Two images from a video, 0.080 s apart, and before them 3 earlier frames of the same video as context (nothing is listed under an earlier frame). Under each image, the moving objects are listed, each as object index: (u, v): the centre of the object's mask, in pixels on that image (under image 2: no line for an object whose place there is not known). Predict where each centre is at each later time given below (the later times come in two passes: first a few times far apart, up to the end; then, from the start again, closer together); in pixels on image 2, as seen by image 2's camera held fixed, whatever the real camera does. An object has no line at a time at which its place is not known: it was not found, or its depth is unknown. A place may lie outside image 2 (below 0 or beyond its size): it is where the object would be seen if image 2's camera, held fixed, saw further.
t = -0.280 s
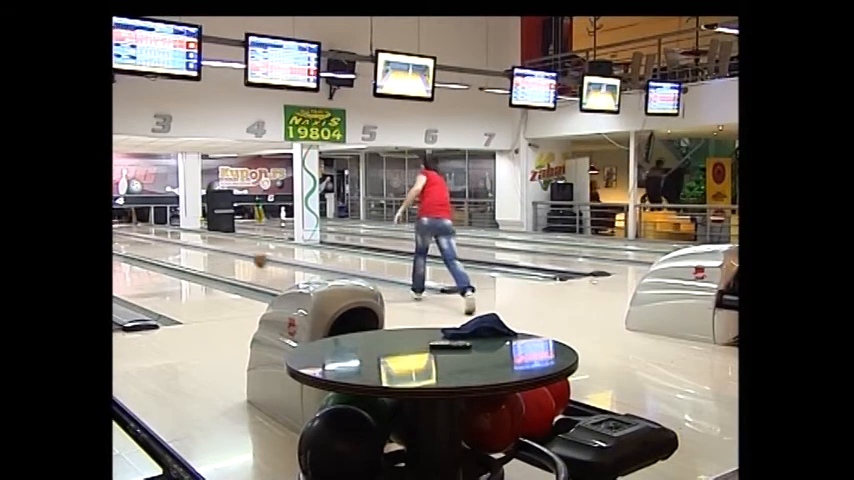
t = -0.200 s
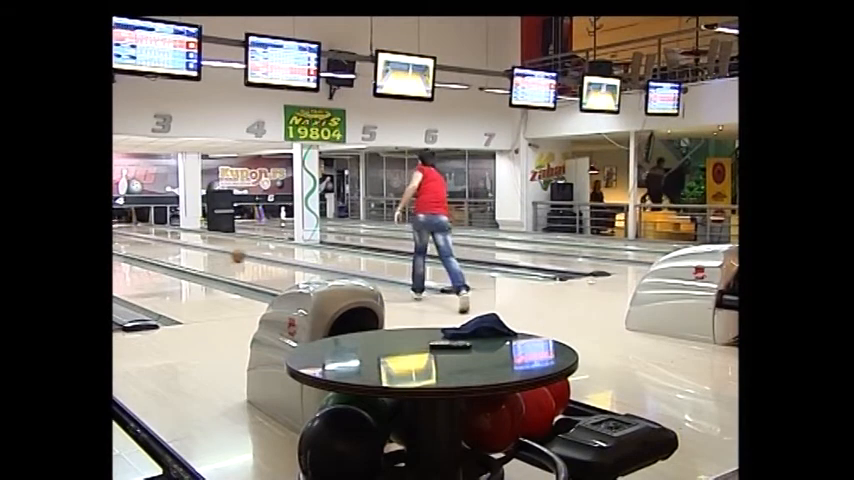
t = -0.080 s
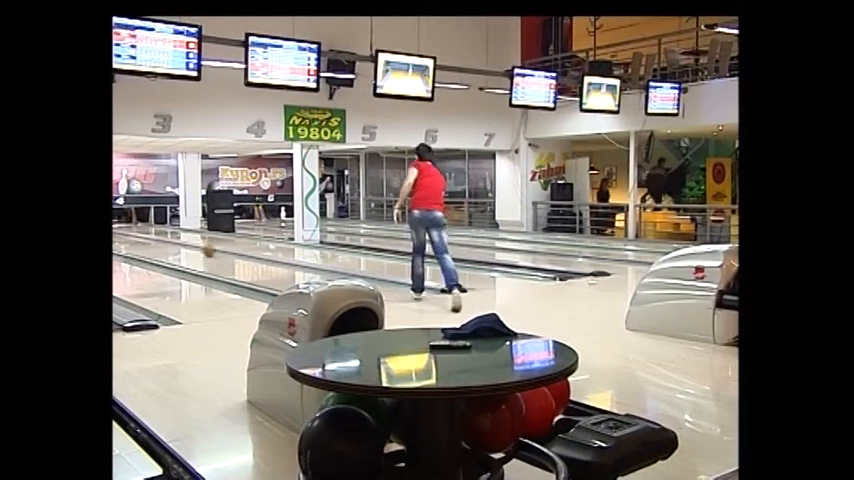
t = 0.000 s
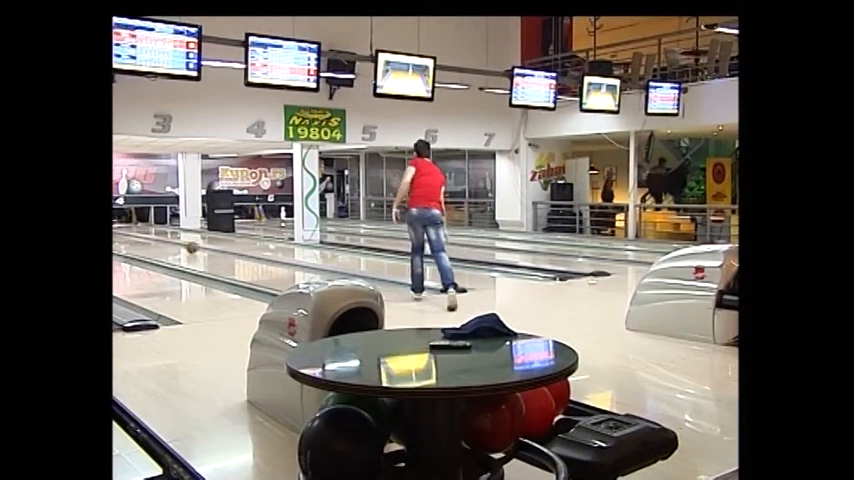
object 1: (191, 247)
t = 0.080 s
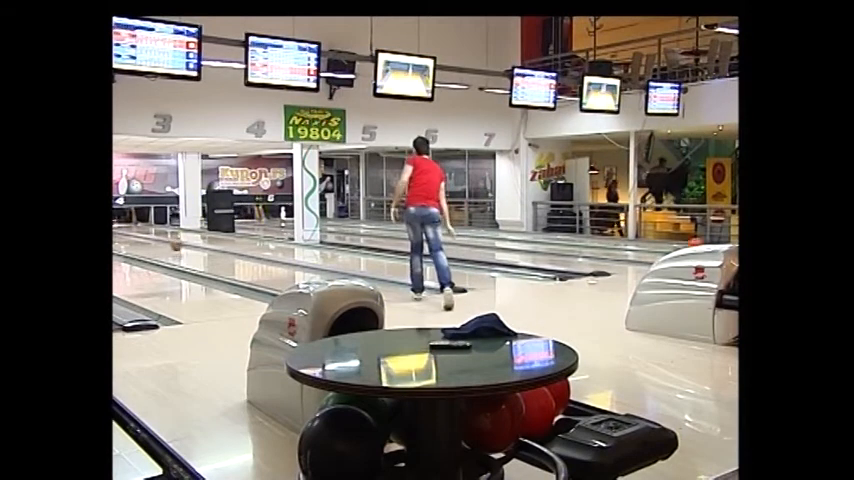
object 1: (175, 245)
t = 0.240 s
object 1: (147, 240)
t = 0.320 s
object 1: (135, 238)
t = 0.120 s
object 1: (168, 244)
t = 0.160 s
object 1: (160, 243)
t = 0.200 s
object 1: (154, 241)
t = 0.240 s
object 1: (147, 240)
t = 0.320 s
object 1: (135, 238)
